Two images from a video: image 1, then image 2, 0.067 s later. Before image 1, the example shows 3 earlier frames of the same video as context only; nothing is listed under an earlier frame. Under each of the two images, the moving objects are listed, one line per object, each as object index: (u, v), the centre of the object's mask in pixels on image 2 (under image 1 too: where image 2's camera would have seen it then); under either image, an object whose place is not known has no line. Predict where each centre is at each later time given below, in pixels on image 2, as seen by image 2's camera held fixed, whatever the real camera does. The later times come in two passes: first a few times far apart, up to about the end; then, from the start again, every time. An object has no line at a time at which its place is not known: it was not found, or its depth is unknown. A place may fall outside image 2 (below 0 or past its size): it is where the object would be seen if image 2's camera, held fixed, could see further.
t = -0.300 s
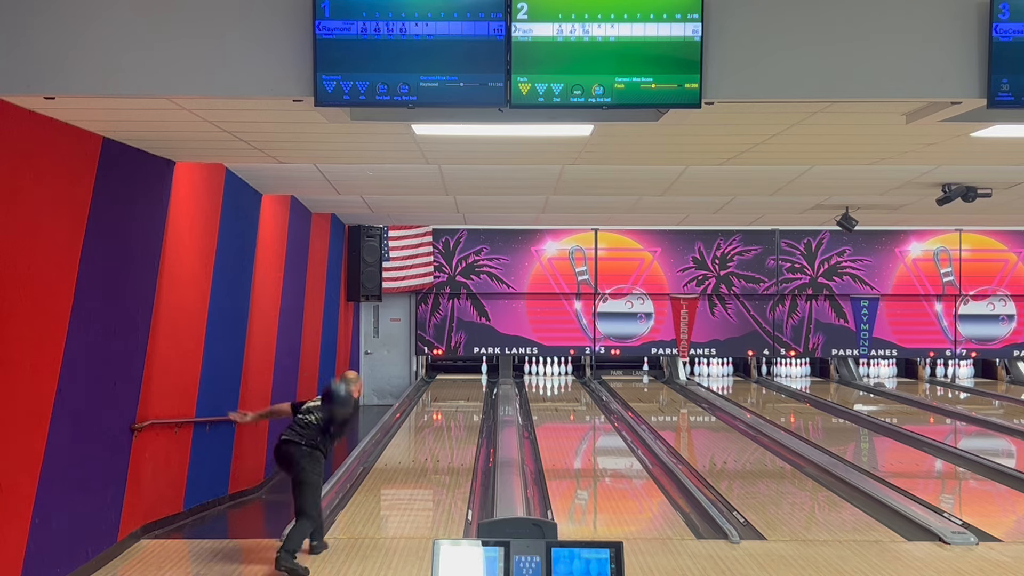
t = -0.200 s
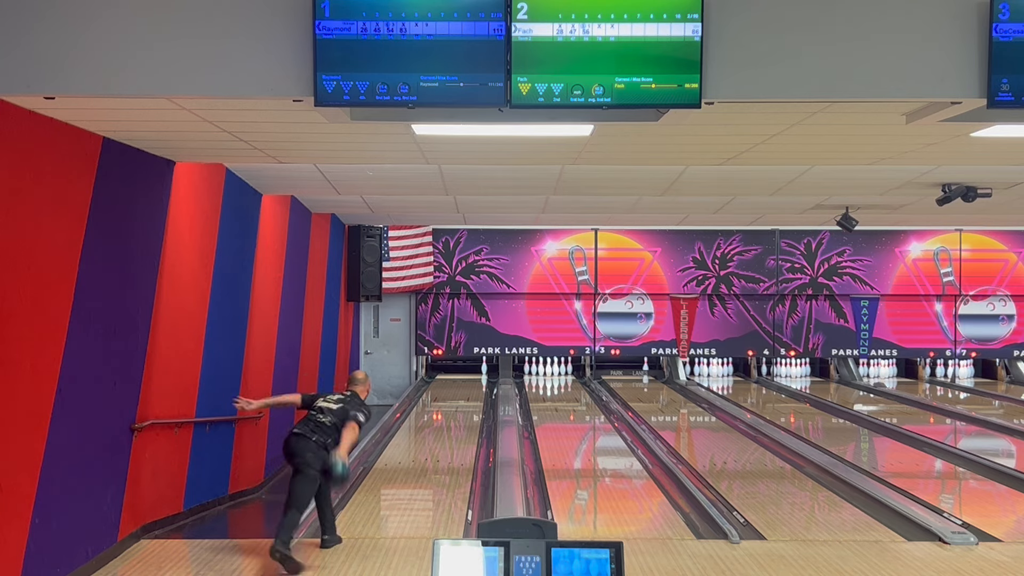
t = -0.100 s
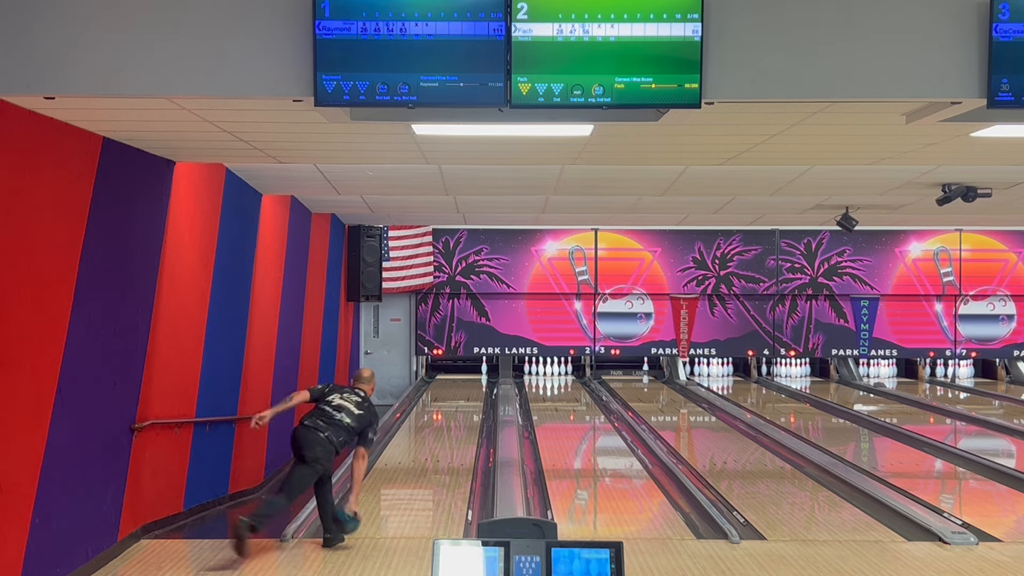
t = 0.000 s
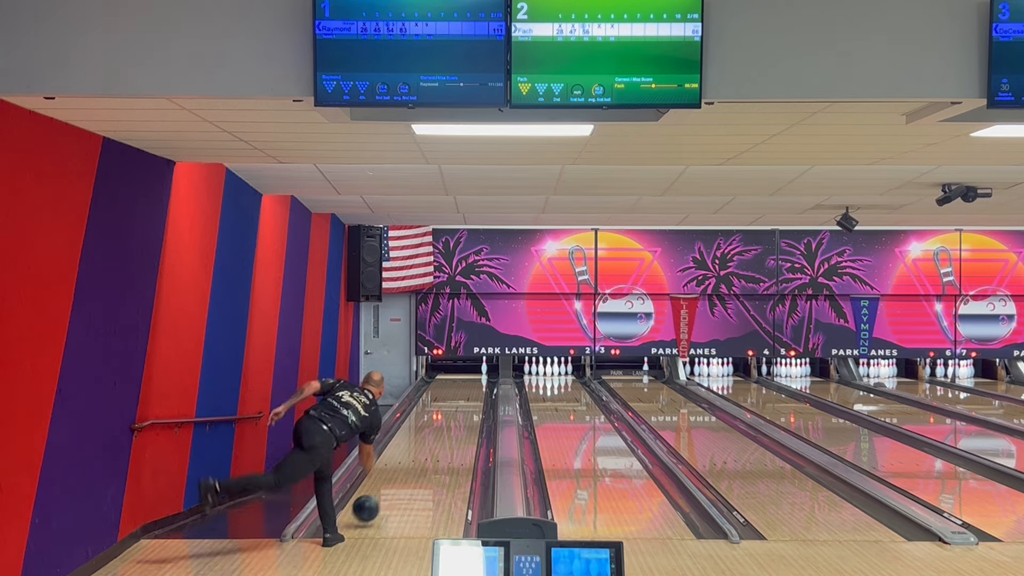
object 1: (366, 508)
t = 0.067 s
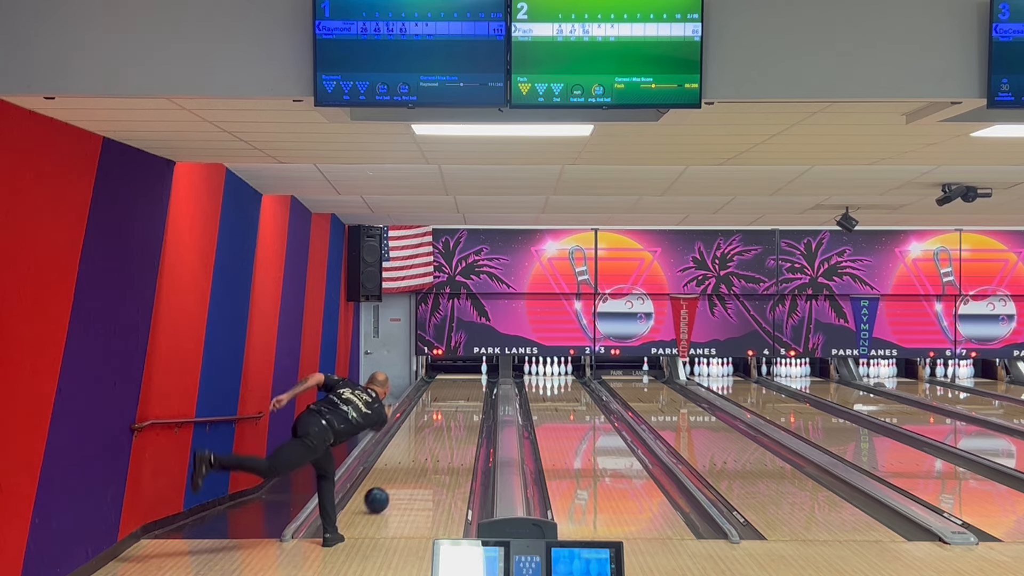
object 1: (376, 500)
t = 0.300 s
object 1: (407, 465)
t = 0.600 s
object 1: (433, 433)
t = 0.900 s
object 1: (452, 412)
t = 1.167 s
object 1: (464, 397)
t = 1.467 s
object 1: (473, 384)
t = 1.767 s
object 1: (480, 374)
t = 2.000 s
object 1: (483, 368)
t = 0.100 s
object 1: (381, 494)
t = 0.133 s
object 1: (386, 489)
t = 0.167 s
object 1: (391, 484)
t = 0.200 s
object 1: (395, 479)
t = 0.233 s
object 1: (399, 474)
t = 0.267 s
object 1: (403, 469)
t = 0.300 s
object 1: (407, 465)
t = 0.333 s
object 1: (410, 461)
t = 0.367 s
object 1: (414, 457)
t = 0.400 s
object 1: (414, 456)
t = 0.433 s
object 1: (423, 448)
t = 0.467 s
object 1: (423, 446)
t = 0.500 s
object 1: (426, 442)
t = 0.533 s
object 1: (428, 439)
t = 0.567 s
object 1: (431, 436)
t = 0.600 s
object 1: (433, 433)
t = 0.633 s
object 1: (436, 430)
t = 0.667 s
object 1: (438, 428)
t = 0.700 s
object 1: (440, 426)
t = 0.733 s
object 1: (443, 423)
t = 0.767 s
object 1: (444, 420)
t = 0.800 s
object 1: (446, 418)
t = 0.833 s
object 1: (448, 416)
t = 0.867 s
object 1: (450, 414)
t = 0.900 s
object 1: (452, 412)
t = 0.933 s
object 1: (453, 410)
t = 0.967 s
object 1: (455, 407)
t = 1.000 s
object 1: (457, 406)
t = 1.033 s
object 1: (458, 404)
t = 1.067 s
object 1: (460, 402)
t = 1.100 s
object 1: (461, 400)
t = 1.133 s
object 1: (462, 399)
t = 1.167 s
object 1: (464, 397)
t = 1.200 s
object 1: (465, 395)
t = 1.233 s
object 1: (466, 394)
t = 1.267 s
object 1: (467, 393)
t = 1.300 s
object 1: (468, 391)
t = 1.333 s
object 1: (470, 389)
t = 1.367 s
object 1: (471, 388)
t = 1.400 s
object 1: (472, 387)
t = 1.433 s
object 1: (473, 385)
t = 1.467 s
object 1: (473, 384)
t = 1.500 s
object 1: (474, 382)
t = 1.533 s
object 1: (475, 382)
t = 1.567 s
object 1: (476, 380)
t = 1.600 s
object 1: (477, 380)
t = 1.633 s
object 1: (477, 378)
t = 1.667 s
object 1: (478, 377)
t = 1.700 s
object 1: (479, 376)
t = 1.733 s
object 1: (479, 375)
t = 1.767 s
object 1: (480, 374)
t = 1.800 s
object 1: (481, 373)
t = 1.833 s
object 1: (481, 372)
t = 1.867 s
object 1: (482, 371)
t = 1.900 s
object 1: (482, 370)
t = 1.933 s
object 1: (482, 370)
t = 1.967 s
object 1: (483, 369)
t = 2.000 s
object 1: (483, 368)
